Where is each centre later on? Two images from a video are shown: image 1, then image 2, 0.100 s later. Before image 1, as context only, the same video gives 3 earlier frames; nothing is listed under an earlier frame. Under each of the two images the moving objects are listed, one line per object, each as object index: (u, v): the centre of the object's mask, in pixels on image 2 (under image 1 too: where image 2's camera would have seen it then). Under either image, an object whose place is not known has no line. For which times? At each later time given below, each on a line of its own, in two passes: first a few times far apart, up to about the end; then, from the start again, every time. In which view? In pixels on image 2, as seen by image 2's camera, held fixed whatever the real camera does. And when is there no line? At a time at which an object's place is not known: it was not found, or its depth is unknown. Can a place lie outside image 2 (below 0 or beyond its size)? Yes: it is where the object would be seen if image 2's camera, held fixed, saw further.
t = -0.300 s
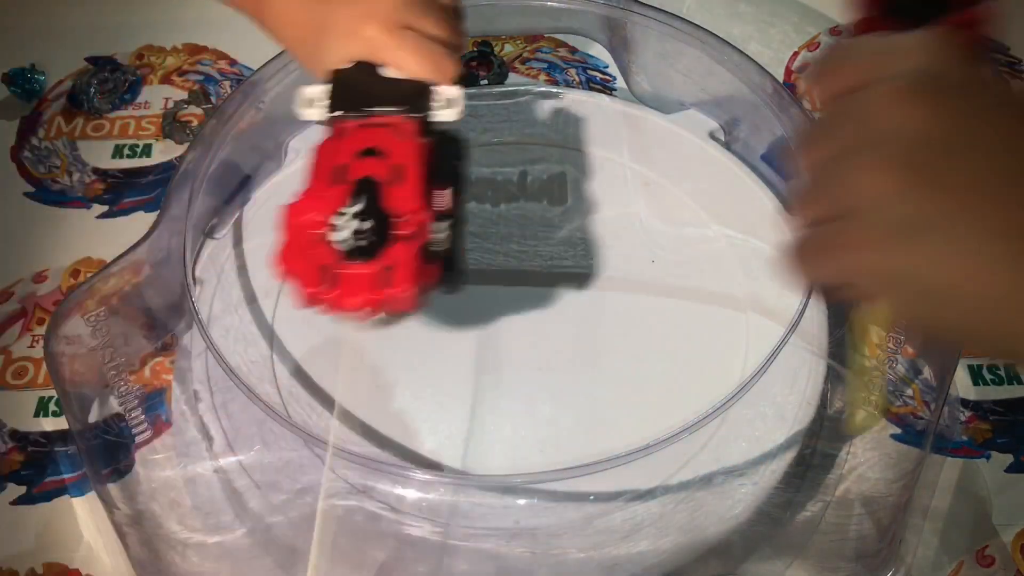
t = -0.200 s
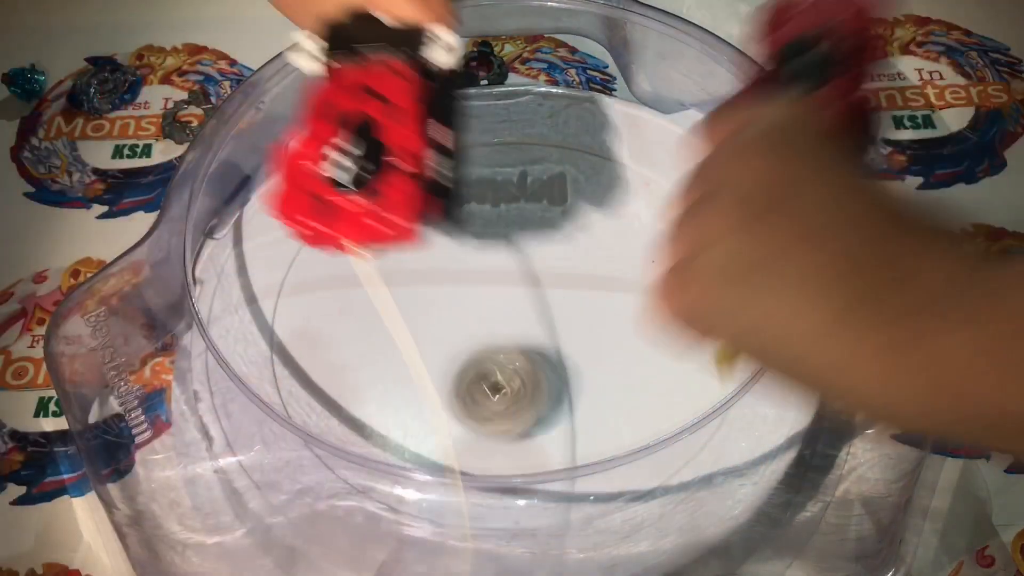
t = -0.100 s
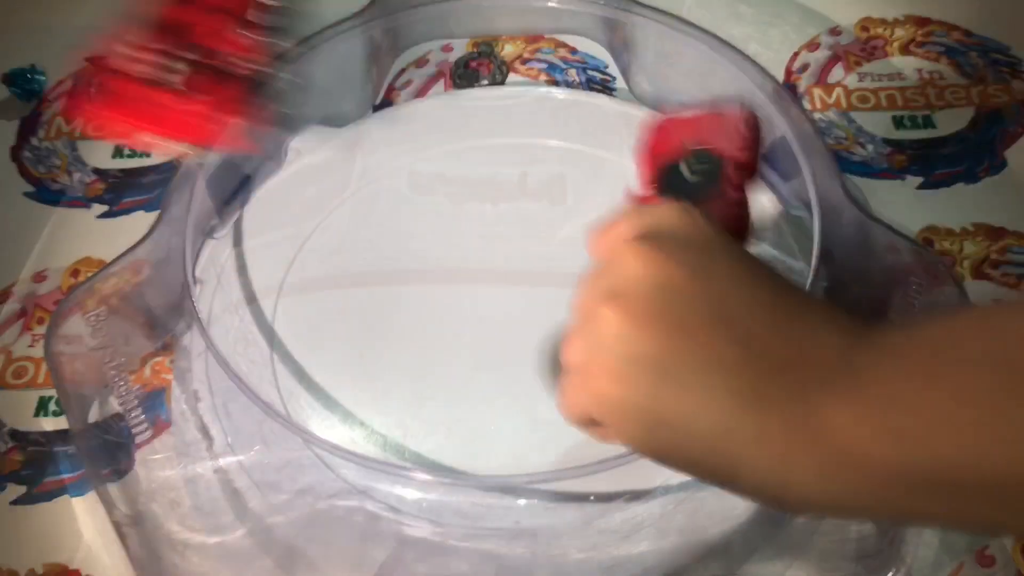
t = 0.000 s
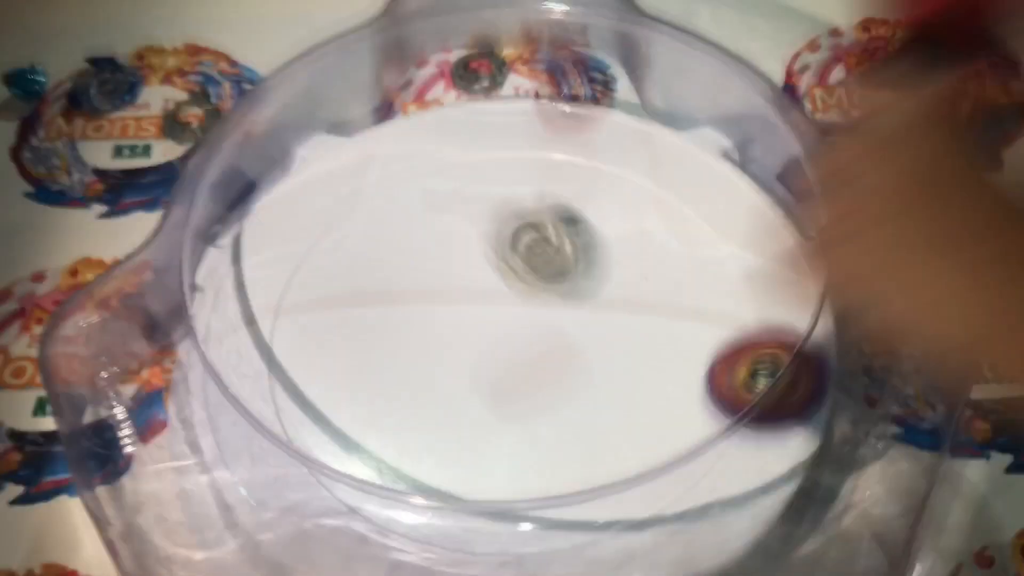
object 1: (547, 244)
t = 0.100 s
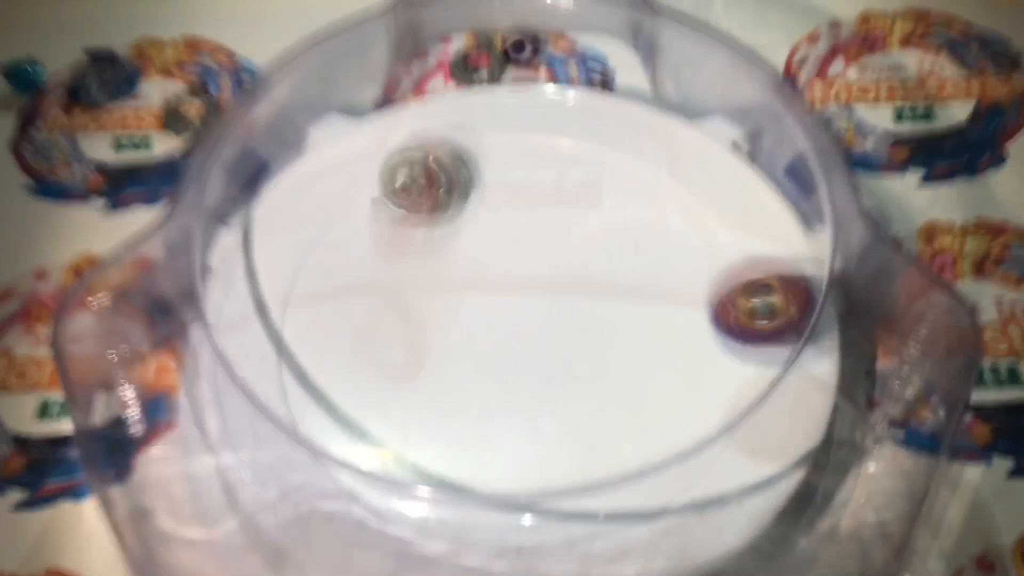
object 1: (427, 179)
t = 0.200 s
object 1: (467, 337)
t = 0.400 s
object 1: (587, 535)
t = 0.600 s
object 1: (555, 274)
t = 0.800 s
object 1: (478, 91)
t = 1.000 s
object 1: (484, 157)
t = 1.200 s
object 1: (525, 359)
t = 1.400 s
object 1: (556, 485)
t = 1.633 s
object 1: (548, 451)
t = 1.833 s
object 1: (734, 364)
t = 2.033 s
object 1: (753, 254)
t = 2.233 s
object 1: (657, 272)
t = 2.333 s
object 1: (606, 292)
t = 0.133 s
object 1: (438, 222)
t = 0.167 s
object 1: (445, 268)
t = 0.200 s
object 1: (467, 337)
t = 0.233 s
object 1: (478, 410)
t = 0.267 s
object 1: (493, 413)
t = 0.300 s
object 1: (512, 423)
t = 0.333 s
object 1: (535, 449)
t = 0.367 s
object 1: (568, 501)
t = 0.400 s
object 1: (587, 535)
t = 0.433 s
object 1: (607, 505)
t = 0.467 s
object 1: (595, 451)
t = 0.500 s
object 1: (591, 420)
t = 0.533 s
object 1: (597, 355)
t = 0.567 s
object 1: (578, 308)
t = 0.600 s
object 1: (555, 274)
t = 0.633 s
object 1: (548, 231)
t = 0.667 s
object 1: (539, 177)
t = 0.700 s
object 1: (512, 139)
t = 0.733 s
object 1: (497, 120)
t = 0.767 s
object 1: (486, 105)
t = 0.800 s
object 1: (478, 91)
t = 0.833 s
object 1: (471, 81)
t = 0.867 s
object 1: (466, 85)
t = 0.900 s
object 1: (468, 89)
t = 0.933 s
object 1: (470, 100)
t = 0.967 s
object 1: (475, 130)
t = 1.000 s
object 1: (484, 157)
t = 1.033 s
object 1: (488, 187)
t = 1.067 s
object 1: (495, 221)
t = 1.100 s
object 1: (498, 259)
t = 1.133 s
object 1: (510, 292)
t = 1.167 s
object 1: (519, 329)
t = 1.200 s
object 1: (525, 359)
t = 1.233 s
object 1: (534, 396)
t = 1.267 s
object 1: (540, 425)
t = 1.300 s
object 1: (548, 449)
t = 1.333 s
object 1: (551, 459)
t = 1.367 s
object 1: (554, 479)
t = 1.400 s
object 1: (556, 485)
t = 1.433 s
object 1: (557, 484)
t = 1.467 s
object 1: (557, 478)
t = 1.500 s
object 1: (555, 475)
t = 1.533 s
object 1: (551, 461)
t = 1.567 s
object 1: (550, 459)
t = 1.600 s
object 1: (549, 455)
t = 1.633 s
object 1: (548, 451)
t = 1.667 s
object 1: (547, 447)
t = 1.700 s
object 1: (546, 443)
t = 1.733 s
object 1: (569, 435)
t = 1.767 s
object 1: (643, 421)
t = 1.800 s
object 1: (702, 395)
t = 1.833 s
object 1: (734, 364)
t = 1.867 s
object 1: (757, 335)
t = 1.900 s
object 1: (771, 310)
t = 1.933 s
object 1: (774, 292)
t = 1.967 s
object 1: (772, 273)
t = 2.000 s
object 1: (765, 261)
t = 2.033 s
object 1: (753, 254)
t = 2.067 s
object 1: (743, 255)
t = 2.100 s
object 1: (729, 253)
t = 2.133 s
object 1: (712, 254)
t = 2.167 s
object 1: (694, 259)
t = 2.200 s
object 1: (675, 266)
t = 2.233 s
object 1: (657, 272)
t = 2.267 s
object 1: (638, 280)
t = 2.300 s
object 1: (622, 286)
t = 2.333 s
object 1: (606, 292)
